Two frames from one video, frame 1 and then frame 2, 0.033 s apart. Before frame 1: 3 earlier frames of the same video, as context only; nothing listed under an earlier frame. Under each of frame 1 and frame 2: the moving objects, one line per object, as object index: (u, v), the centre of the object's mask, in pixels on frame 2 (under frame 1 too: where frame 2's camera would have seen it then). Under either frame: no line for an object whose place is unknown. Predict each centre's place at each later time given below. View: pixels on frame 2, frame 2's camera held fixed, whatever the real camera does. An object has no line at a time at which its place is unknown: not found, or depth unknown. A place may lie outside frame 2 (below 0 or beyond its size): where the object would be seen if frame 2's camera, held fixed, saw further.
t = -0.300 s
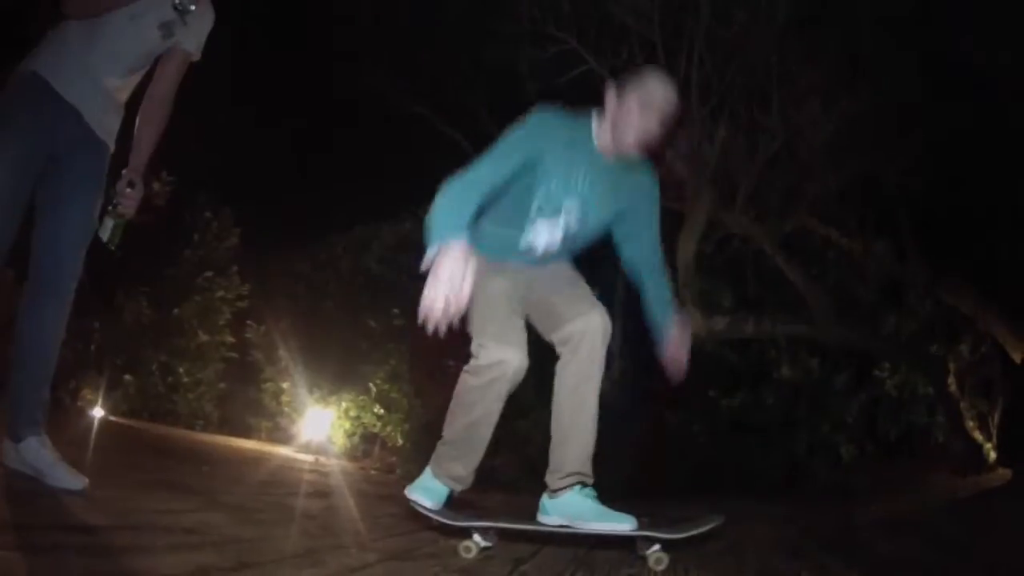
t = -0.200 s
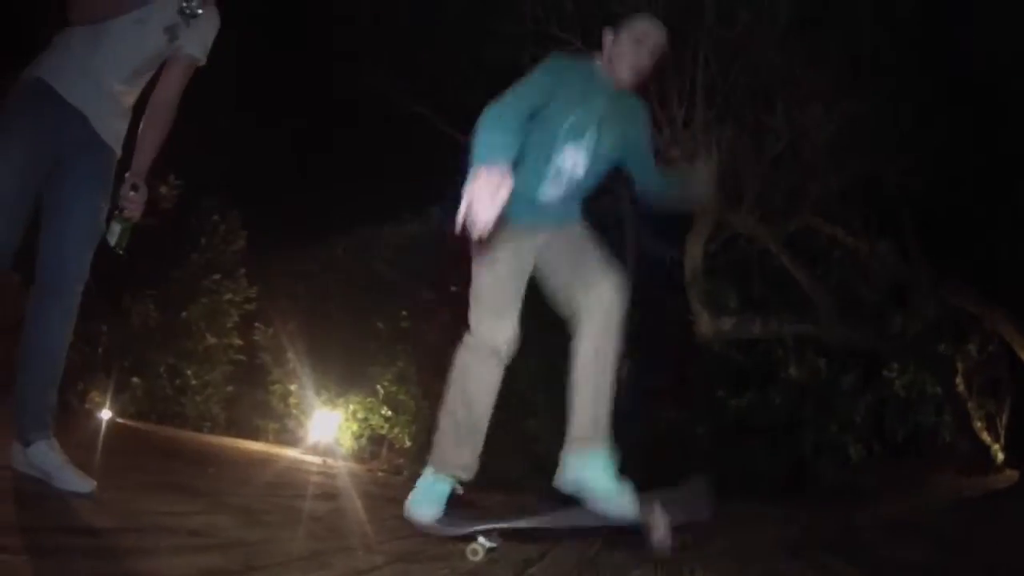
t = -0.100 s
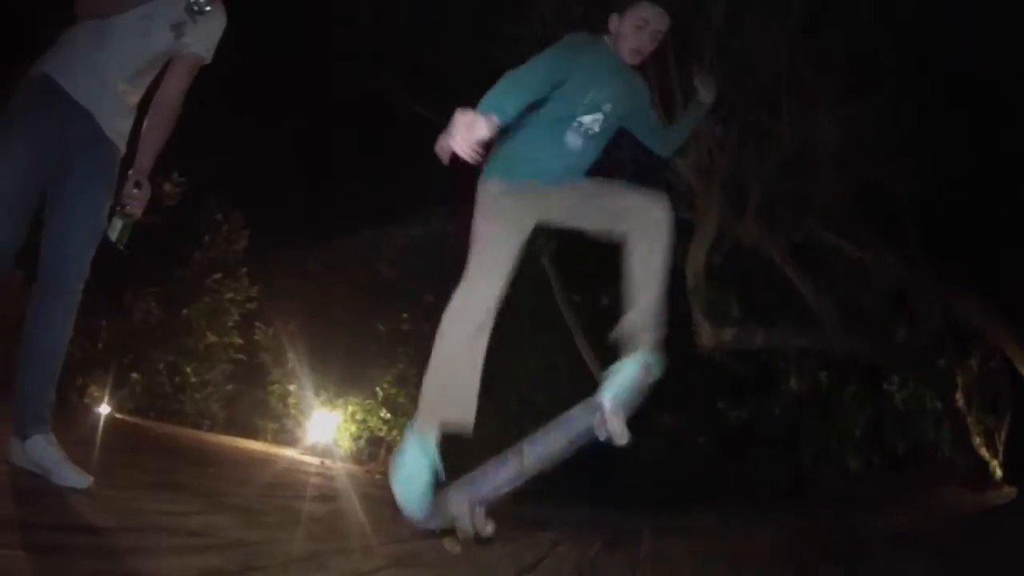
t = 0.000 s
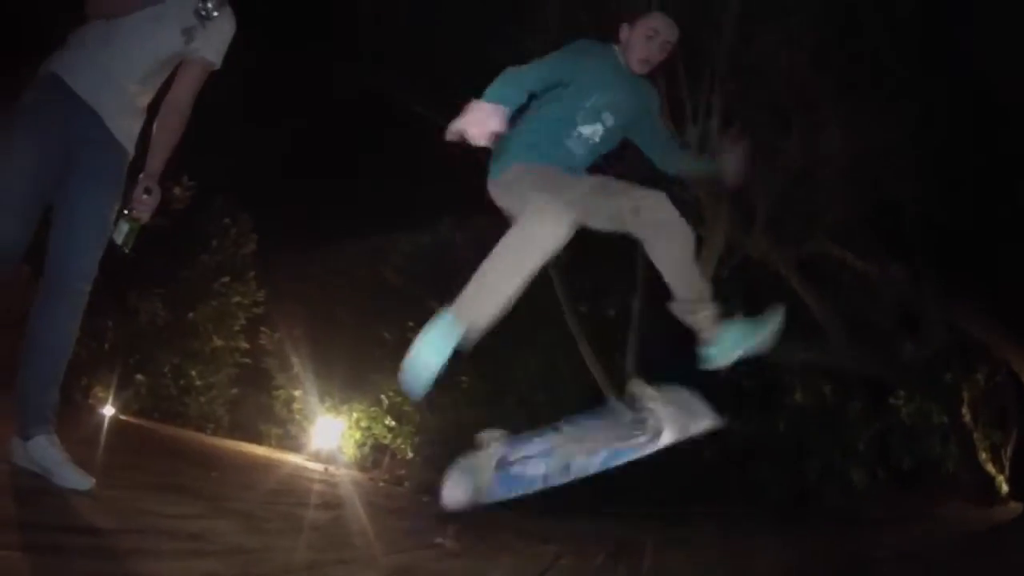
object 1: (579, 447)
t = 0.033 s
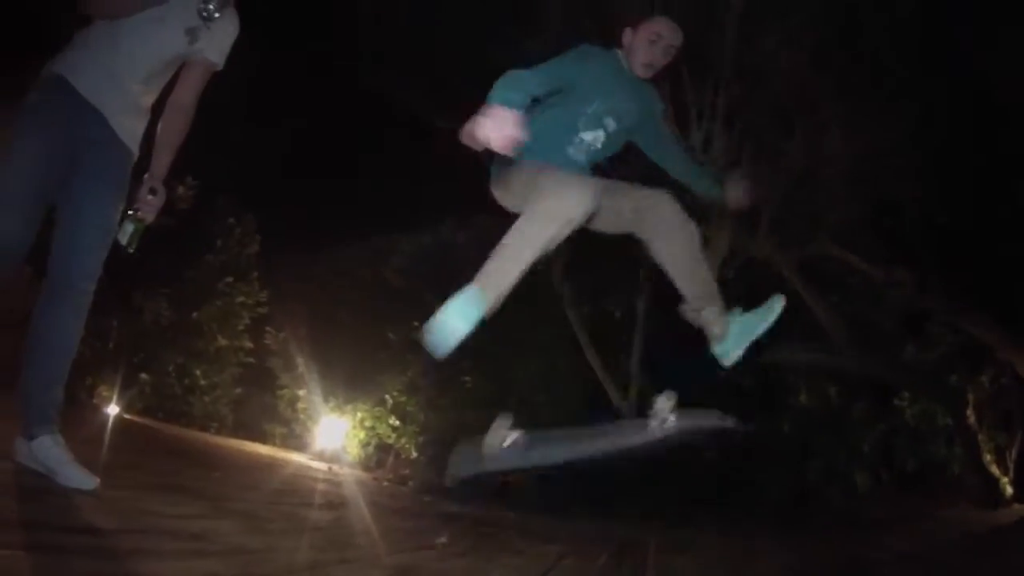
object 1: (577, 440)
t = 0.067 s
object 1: (605, 438)
